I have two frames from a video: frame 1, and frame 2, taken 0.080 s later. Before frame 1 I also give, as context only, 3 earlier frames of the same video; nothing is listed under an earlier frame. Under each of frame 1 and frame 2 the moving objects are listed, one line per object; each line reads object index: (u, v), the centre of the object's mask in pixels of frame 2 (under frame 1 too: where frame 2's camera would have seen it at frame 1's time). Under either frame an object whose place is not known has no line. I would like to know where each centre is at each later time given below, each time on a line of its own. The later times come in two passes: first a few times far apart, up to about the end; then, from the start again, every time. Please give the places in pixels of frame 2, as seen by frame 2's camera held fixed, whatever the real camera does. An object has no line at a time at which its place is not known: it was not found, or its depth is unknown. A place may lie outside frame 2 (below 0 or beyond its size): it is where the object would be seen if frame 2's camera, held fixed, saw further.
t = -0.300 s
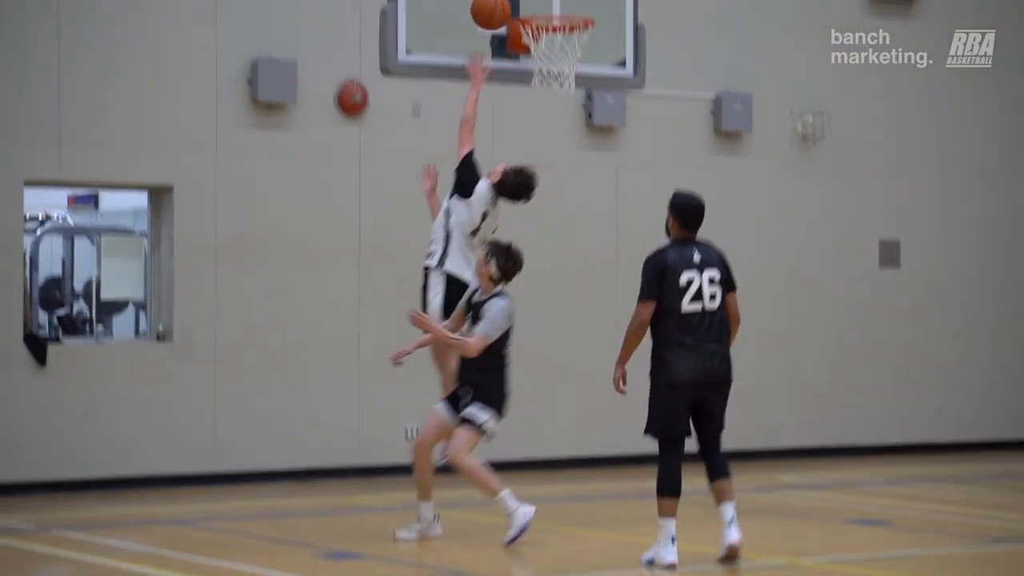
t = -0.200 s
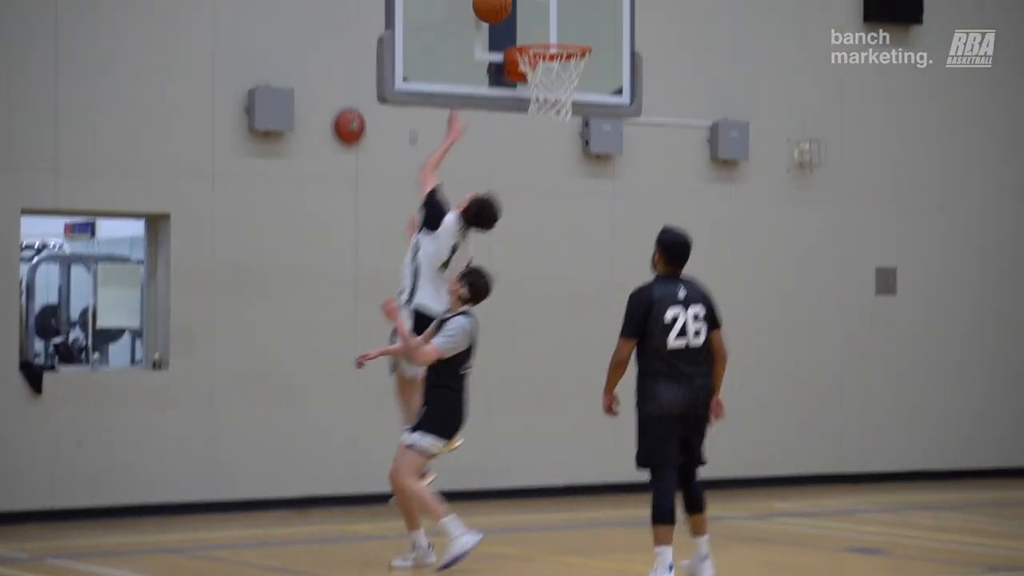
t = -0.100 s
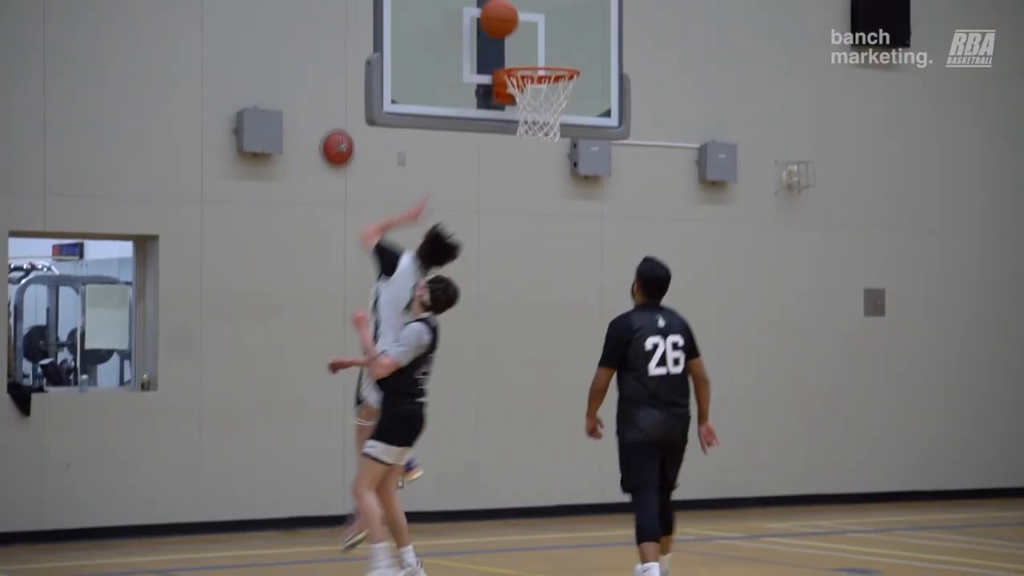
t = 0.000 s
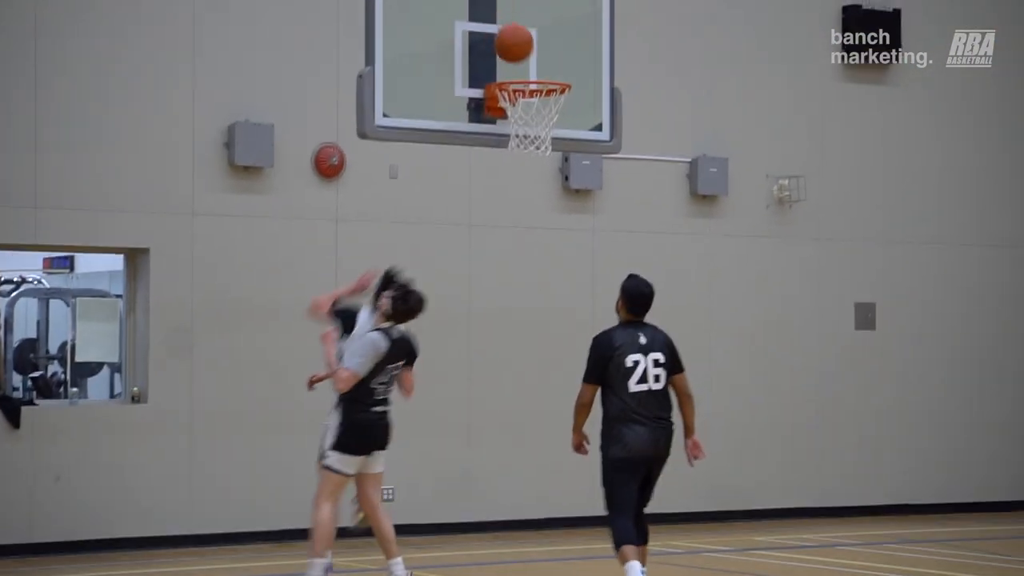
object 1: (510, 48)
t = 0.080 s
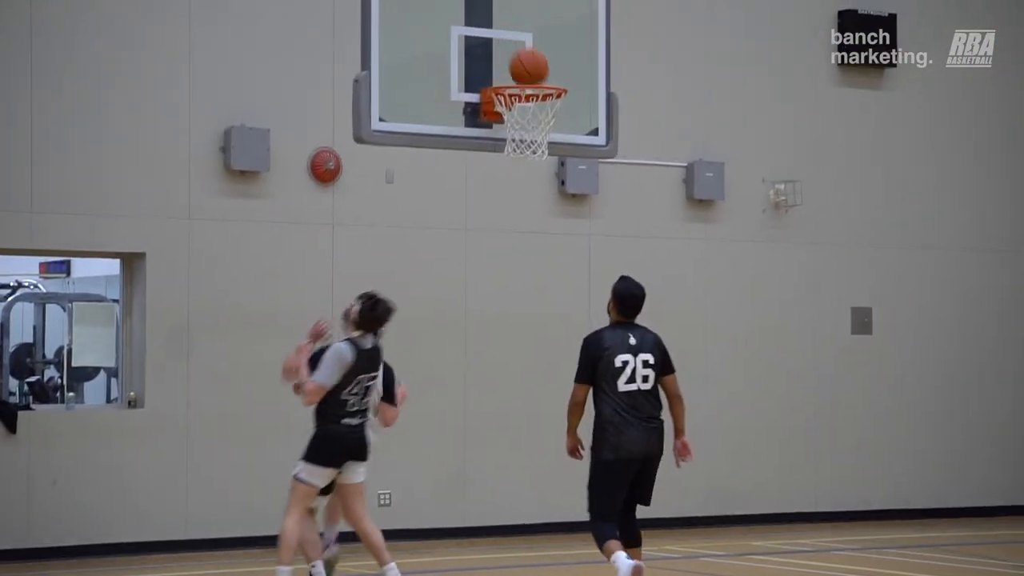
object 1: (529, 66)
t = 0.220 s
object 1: (527, 114)
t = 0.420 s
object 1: (503, 213)
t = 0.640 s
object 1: (477, 389)
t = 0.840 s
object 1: (452, 543)
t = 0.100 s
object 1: (533, 71)
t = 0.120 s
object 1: (539, 75)
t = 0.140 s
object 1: (541, 89)
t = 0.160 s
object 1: (539, 95)
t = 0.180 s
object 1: (535, 104)
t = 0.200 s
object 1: (531, 109)
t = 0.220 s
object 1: (527, 114)
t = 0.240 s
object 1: (527, 124)
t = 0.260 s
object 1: (526, 133)
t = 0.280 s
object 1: (519, 156)
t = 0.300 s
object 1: (515, 159)
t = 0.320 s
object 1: (513, 164)
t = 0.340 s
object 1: (511, 171)
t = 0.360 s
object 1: (509, 180)
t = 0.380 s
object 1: (507, 190)
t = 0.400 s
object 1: (505, 201)
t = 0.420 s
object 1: (503, 213)
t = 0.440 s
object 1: (500, 226)
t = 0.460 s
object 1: (498, 239)
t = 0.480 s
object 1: (496, 253)
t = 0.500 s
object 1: (494, 267)
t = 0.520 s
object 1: (491, 283)
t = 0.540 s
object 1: (489, 299)
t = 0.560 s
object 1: (487, 315)
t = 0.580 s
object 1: (484, 332)
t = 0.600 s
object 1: (482, 351)
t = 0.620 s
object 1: (480, 370)
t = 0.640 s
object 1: (477, 389)
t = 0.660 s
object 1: (475, 407)
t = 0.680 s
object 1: (472, 429)
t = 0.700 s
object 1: (470, 450)
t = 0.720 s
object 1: (468, 472)
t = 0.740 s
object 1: (465, 494)
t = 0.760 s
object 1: (463, 515)
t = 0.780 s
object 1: (460, 541)
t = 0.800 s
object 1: (458, 562)
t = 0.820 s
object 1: (455, 562)
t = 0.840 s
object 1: (452, 543)
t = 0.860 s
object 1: (449, 528)
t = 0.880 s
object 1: (446, 513)
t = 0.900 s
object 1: (444, 495)
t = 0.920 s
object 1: (441, 481)
